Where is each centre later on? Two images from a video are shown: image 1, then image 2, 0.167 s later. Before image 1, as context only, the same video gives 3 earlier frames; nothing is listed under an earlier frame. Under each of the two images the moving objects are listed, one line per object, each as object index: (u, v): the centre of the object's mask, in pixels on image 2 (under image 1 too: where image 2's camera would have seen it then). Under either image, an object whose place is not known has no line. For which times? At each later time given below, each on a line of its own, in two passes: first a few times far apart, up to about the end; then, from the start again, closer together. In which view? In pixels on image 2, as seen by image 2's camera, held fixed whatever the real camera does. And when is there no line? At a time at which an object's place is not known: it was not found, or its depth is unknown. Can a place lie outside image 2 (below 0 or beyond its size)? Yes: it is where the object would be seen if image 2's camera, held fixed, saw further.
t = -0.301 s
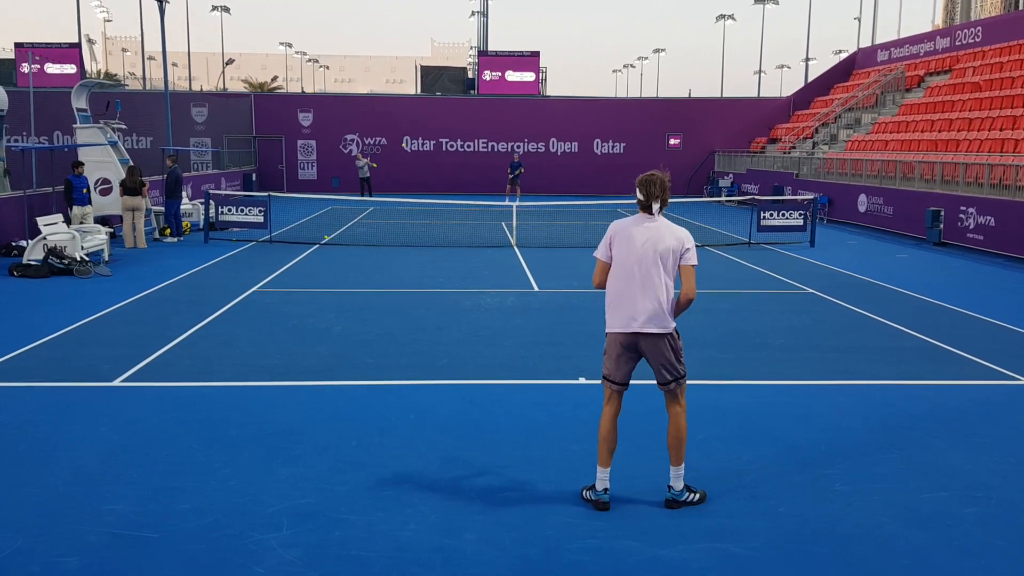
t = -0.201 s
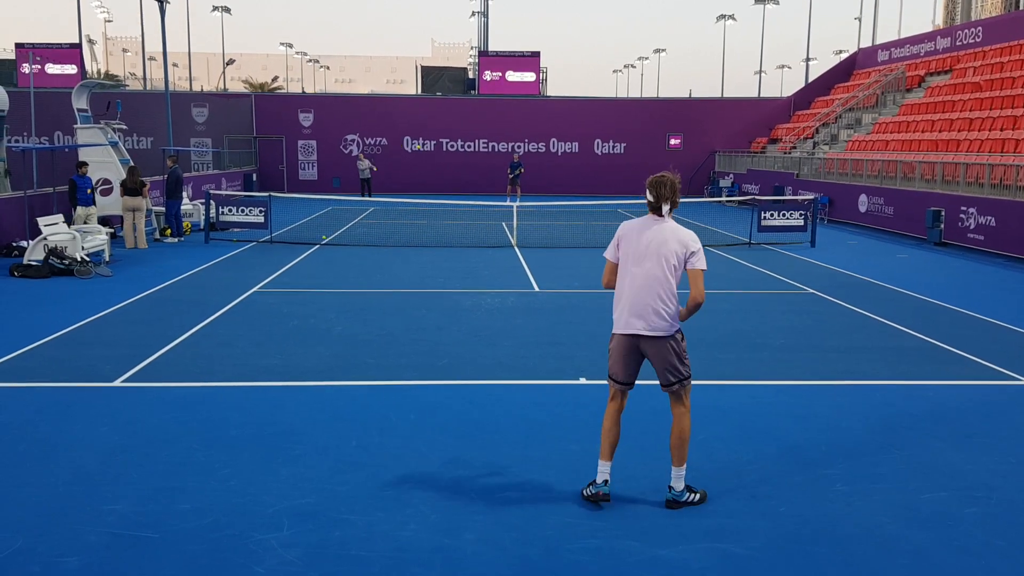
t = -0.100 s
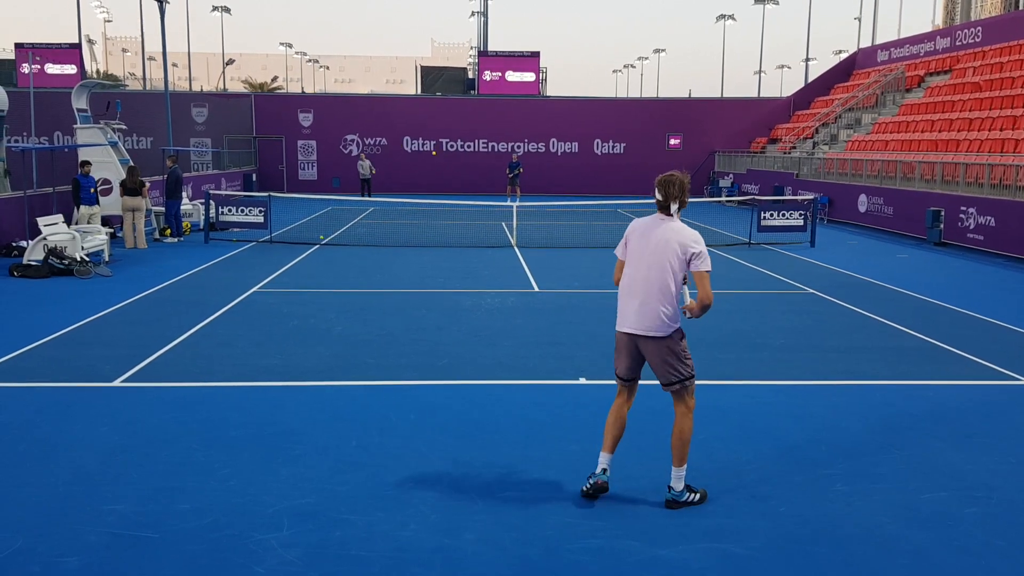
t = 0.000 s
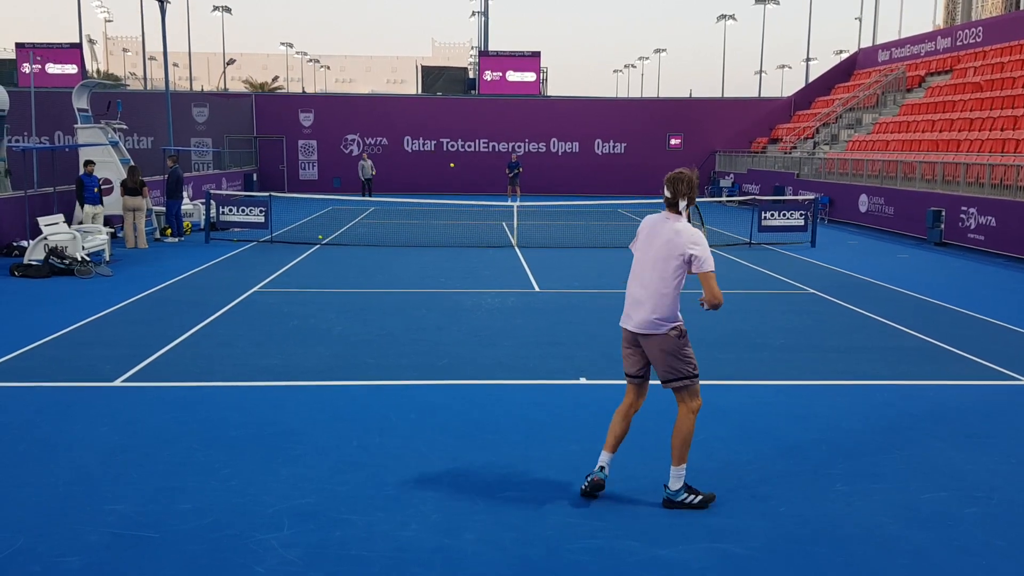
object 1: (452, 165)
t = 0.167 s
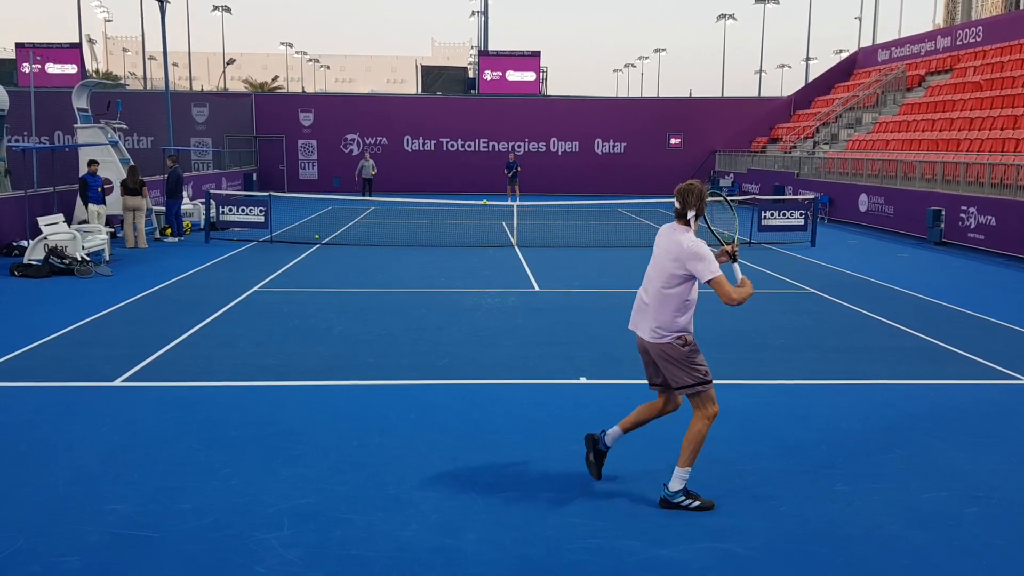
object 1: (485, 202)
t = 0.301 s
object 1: (516, 251)
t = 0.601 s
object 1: (577, 244)
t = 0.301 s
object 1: (516, 251)
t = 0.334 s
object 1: (525, 266)
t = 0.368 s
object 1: (534, 284)
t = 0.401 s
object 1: (540, 280)
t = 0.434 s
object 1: (546, 272)
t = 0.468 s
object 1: (551, 265)
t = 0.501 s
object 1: (557, 259)
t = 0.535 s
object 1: (564, 253)
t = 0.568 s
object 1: (570, 248)
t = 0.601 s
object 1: (577, 244)
